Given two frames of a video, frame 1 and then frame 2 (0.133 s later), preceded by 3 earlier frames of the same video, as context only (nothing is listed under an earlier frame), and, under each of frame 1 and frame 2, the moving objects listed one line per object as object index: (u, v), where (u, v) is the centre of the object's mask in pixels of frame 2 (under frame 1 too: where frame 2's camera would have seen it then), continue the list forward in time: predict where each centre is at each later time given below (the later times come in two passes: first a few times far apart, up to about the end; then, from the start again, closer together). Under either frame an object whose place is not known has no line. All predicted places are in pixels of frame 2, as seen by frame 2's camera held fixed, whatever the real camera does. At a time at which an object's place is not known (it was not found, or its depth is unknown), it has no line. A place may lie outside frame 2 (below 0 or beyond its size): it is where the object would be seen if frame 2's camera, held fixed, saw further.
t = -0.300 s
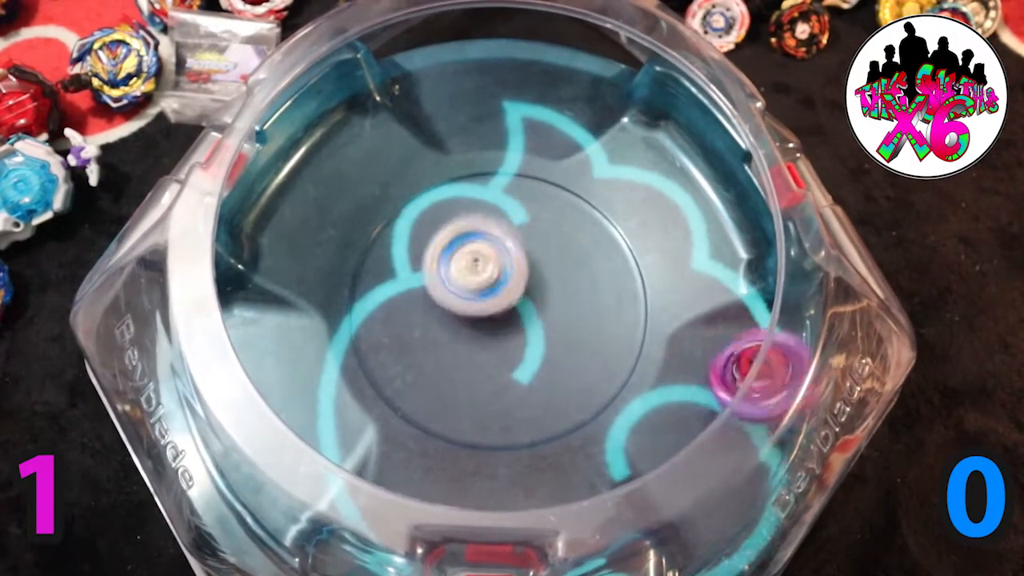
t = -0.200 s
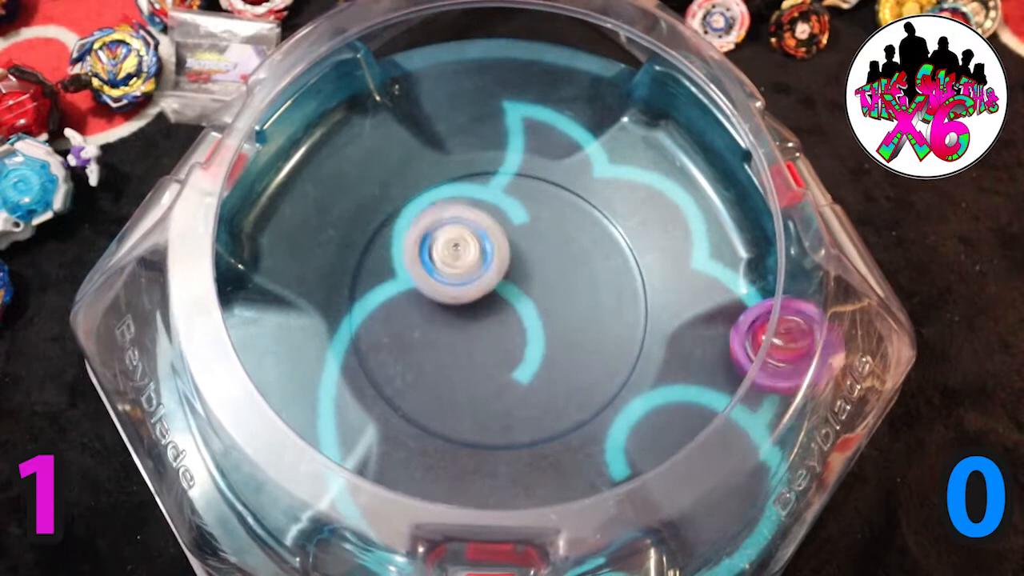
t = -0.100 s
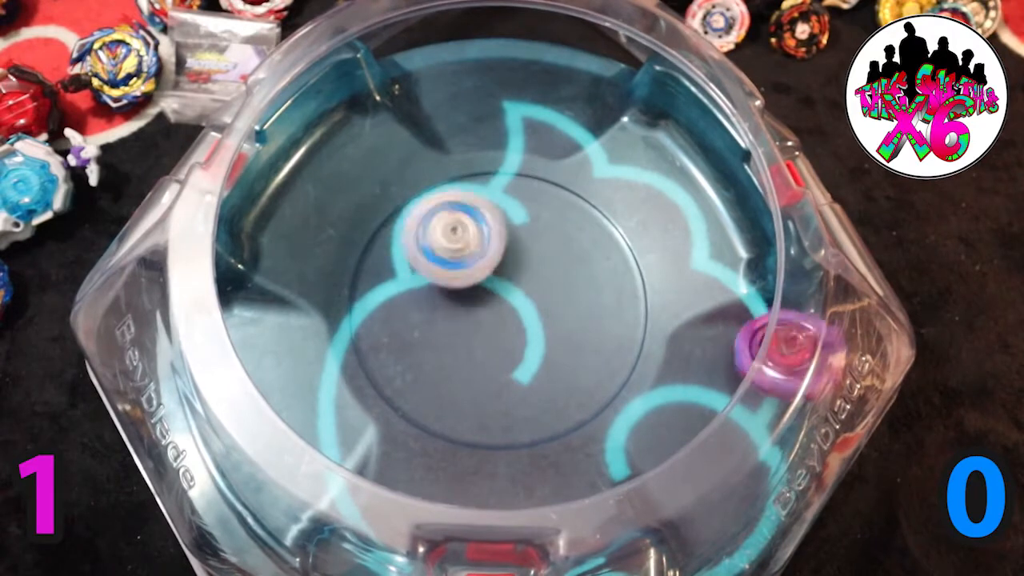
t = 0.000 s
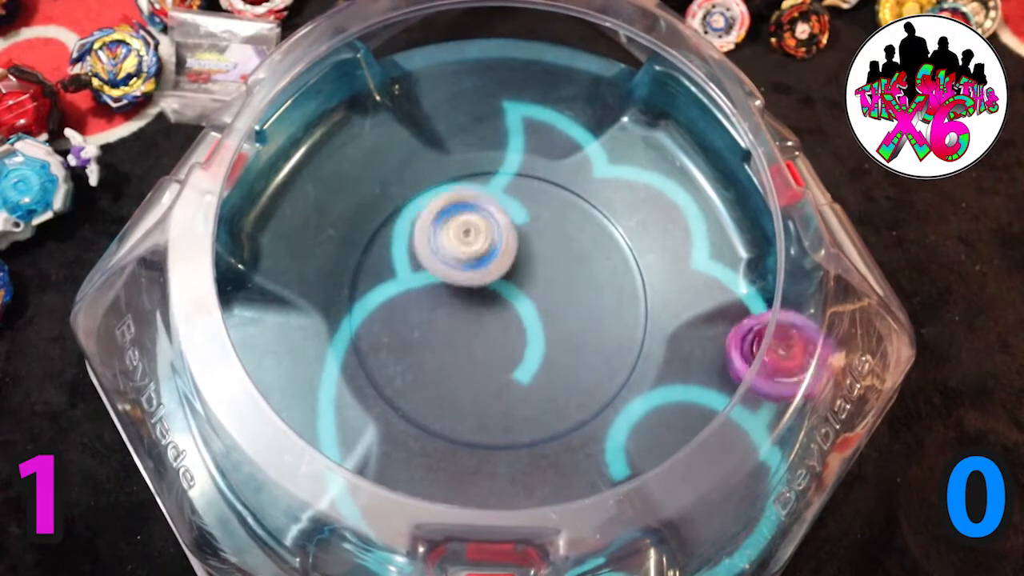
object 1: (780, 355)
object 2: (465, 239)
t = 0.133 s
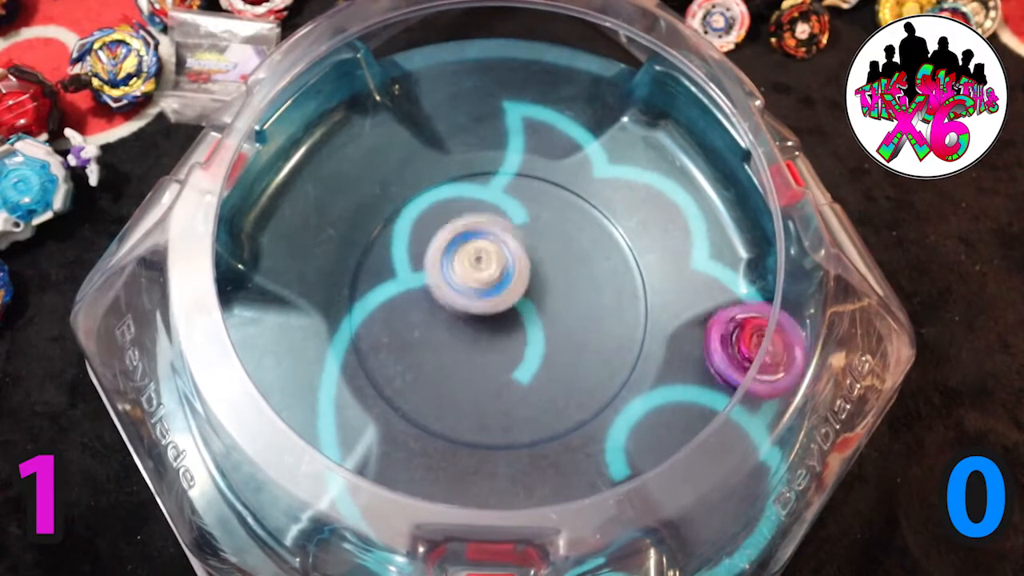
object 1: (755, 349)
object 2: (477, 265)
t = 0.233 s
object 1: (742, 338)
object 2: (473, 294)
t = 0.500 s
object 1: (667, 330)
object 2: (425, 331)
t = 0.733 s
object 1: (510, 260)
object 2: (429, 324)
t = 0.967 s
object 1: (450, 126)
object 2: (384, 341)
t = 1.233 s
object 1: (457, 69)
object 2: (446, 325)
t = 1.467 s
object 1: (483, 65)
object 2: (521, 336)
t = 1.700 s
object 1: (497, 124)
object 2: (574, 354)
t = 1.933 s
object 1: (466, 280)
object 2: (560, 341)
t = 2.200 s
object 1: (380, 418)
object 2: (556, 280)
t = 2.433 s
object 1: (365, 401)
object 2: (551, 240)
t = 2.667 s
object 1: (433, 308)
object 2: (519, 233)
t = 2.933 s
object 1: (492, 333)
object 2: (496, 187)
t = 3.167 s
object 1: (495, 362)
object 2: (493, 228)
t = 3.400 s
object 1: (489, 384)
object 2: (489, 267)
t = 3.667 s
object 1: (503, 389)
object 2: (459, 270)
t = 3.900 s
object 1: (506, 355)
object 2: (444, 267)
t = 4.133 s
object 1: (571, 337)
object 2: (409, 254)
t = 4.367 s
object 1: (530, 297)
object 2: (424, 268)
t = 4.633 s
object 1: (539, 284)
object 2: (425, 273)
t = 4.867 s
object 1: (567, 273)
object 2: (430, 290)
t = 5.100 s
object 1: (569, 267)
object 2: (460, 302)
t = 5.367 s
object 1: (553, 275)
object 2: (462, 324)
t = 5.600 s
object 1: (540, 266)
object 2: (460, 329)
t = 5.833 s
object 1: (542, 284)
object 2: (438, 328)
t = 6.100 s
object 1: (535, 279)
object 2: (453, 324)
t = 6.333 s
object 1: (518, 269)
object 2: (467, 337)
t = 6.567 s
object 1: (515, 271)
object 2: (464, 334)
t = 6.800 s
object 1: (516, 271)
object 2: (466, 336)
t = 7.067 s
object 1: (515, 272)
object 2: (466, 336)
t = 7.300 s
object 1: (515, 271)
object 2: (466, 336)
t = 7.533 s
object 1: (516, 271)
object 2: (466, 336)
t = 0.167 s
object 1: (749, 345)
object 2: (479, 275)
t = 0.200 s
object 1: (745, 341)
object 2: (476, 286)
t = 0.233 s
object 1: (742, 338)
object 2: (473, 294)
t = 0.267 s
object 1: (740, 337)
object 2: (470, 302)
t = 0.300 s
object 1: (733, 340)
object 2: (460, 321)
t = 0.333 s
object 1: (726, 340)
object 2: (453, 326)
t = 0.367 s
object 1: (717, 341)
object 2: (447, 329)
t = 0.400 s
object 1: (707, 341)
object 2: (442, 332)
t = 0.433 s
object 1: (696, 338)
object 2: (434, 334)
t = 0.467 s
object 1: (682, 335)
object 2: (428, 333)
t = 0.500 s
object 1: (667, 330)
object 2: (425, 331)
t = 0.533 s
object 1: (647, 327)
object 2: (423, 328)
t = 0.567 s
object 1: (625, 328)
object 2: (422, 322)
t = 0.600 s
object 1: (599, 324)
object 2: (426, 316)
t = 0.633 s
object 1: (571, 316)
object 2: (433, 313)
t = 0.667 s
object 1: (545, 304)
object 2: (439, 311)
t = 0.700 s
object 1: (527, 285)
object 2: (437, 312)
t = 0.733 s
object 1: (510, 260)
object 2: (429, 324)
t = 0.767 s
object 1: (496, 234)
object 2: (419, 333)
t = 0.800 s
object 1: (480, 208)
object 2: (415, 336)
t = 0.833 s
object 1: (468, 183)
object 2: (406, 340)
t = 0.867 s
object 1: (460, 161)
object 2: (400, 340)
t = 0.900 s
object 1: (456, 148)
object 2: (392, 343)
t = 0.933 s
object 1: (453, 135)
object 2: (386, 341)
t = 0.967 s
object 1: (450, 126)
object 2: (384, 341)
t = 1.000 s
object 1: (449, 116)
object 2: (384, 337)
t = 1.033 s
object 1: (448, 109)
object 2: (390, 334)
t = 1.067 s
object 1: (449, 100)
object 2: (393, 331)
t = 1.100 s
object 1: (448, 92)
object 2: (406, 328)
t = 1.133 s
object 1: (450, 85)
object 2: (413, 327)
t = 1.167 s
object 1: (454, 79)
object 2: (426, 325)
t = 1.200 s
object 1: (456, 74)
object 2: (435, 328)
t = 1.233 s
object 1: (457, 69)
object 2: (446, 325)
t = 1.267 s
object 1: (459, 67)
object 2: (457, 328)
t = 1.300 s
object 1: (463, 64)
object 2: (466, 328)
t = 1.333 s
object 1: (467, 63)
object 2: (477, 331)
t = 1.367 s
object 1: (471, 62)
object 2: (487, 331)
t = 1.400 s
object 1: (475, 60)
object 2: (501, 333)
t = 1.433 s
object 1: (479, 62)
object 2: (508, 335)
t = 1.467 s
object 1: (483, 65)
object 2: (521, 336)
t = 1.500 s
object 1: (488, 68)
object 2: (527, 339)
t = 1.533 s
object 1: (492, 73)
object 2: (540, 339)
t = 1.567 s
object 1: (495, 80)
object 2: (546, 343)
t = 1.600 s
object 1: (498, 90)
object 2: (556, 343)
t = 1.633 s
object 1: (499, 99)
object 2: (562, 349)
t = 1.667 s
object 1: (498, 111)
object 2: (569, 348)
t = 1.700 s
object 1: (497, 124)
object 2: (574, 354)
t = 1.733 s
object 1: (492, 137)
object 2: (578, 354)
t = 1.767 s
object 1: (489, 154)
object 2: (580, 358)
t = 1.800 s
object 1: (488, 176)
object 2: (576, 356)
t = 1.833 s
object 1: (486, 200)
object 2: (572, 357)
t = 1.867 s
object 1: (482, 225)
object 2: (569, 352)
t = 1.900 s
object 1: (475, 253)
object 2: (565, 350)
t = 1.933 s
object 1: (466, 280)
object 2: (560, 341)
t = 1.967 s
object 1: (456, 305)
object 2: (555, 337)
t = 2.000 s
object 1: (445, 331)
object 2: (551, 328)
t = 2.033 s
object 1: (430, 355)
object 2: (551, 320)
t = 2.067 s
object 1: (416, 379)
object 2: (554, 310)
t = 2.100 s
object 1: (405, 396)
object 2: (553, 303)
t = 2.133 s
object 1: (394, 406)
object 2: (556, 295)
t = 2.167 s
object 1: (385, 415)
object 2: (554, 286)
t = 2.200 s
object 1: (380, 418)
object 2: (556, 280)
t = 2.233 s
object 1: (376, 420)
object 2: (556, 271)
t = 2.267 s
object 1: (374, 419)
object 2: (555, 266)
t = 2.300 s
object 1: (372, 417)
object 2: (556, 258)
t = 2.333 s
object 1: (370, 414)
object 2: (554, 253)
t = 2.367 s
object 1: (368, 411)
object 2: (555, 249)
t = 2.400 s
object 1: (365, 407)
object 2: (552, 242)
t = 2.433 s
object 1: (365, 401)
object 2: (551, 240)
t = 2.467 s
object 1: (367, 393)
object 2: (550, 236)
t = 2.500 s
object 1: (370, 383)
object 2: (544, 234)
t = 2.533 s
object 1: (375, 372)
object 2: (542, 232)
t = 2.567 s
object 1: (384, 357)
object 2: (536, 230)
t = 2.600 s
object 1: (398, 341)
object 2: (531, 231)
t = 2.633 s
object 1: (414, 326)
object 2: (524, 231)
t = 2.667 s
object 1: (433, 308)
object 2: (519, 233)
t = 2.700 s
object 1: (449, 304)
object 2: (516, 227)
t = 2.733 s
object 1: (461, 320)
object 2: (514, 208)
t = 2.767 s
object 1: (472, 332)
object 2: (511, 193)
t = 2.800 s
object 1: (483, 337)
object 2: (506, 182)
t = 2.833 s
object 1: (490, 338)
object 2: (501, 176)
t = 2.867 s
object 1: (495, 336)
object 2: (498, 175)
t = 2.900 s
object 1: (494, 334)
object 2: (497, 179)
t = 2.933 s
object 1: (492, 333)
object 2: (496, 187)
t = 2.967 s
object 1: (491, 332)
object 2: (497, 197)
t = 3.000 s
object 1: (490, 333)
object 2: (498, 207)
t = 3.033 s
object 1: (489, 333)
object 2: (499, 215)
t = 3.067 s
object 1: (489, 332)
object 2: (497, 224)
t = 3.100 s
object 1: (488, 332)
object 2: (495, 235)
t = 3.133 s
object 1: (490, 345)
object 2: (494, 234)
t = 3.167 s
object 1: (495, 362)
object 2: (493, 228)
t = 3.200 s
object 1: (495, 374)
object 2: (490, 228)
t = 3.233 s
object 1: (492, 379)
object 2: (490, 233)
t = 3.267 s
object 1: (490, 383)
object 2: (490, 240)
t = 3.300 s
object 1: (487, 387)
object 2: (491, 247)
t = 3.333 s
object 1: (488, 387)
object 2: (490, 254)
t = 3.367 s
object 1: (488, 386)
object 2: (490, 261)
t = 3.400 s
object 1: (489, 384)
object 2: (489, 267)
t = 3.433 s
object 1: (490, 380)
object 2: (489, 274)
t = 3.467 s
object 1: (493, 381)
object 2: (485, 274)
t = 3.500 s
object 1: (497, 382)
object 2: (483, 272)
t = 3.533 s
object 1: (498, 380)
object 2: (480, 275)
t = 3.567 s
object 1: (497, 377)
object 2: (476, 276)
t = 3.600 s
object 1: (496, 378)
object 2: (472, 277)
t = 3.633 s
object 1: (502, 386)
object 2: (464, 271)
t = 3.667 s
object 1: (503, 389)
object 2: (459, 270)
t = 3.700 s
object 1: (501, 386)
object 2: (456, 267)
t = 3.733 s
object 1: (501, 381)
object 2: (451, 267)
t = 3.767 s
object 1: (498, 373)
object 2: (451, 264)
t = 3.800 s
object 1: (497, 365)
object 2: (450, 265)
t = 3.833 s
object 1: (497, 358)
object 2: (451, 265)
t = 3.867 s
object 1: (499, 353)
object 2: (450, 266)
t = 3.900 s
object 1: (506, 355)
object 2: (444, 267)
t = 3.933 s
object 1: (526, 363)
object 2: (425, 258)
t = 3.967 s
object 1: (540, 363)
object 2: (414, 253)
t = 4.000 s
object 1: (555, 362)
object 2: (407, 253)
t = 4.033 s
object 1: (568, 359)
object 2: (405, 252)
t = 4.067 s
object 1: (573, 357)
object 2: (407, 253)
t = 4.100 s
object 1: (572, 349)
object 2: (407, 253)
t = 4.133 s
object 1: (571, 337)
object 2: (409, 254)
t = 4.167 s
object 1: (573, 329)
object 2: (413, 258)
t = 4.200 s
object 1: (568, 323)
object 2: (413, 259)
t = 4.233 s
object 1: (558, 317)
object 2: (422, 263)
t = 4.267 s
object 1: (547, 307)
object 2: (423, 266)
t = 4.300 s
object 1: (539, 300)
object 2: (428, 265)
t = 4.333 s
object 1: (533, 298)
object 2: (431, 267)
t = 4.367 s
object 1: (530, 297)
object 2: (424, 268)
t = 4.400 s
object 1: (530, 294)
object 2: (422, 270)
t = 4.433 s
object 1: (532, 289)
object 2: (419, 270)
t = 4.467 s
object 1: (533, 287)
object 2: (425, 269)
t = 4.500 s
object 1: (530, 287)
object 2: (422, 266)
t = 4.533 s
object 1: (535, 286)
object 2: (420, 265)
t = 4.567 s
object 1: (538, 285)
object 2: (415, 269)
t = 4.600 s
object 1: (539, 285)
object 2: (422, 272)
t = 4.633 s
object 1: (539, 284)
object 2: (425, 273)
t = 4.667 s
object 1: (539, 284)
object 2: (434, 269)
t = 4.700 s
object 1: (539, 284)
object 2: (432, 267)
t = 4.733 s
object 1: (549, 283)
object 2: (427, 267)
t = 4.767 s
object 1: (557, 280)
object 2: (420, 269)
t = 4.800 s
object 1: (563, 277)
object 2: (417, 278)
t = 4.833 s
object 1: (566, 275)
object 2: (423, 285)
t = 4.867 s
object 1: (567, 273)
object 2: (430, 290)
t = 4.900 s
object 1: (566, 273)
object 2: (440, 291)
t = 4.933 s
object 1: (563, 271)
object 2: (444, 289)
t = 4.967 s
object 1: (561, 271)
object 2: (451, 292)
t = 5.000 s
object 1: (559, 270)
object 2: (458, 292)
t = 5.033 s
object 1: (557, 268)
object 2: (457, 295)
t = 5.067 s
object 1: (562, 266)
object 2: (461, 300)
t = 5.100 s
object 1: (569, 267)
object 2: (460, 302)
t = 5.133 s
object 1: (572, 268)
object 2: (454, 305)
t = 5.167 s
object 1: (569, 269)
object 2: (453, 313)
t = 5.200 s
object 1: (565, 269)
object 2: (455, 319)
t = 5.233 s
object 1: (561, 267)
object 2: (458, 324)
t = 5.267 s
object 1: (557, 270)
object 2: (462, 326)
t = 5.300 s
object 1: (553, 272)
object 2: (467, 325)
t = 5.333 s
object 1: (555, 273)
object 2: (463, 323)
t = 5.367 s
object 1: (553, 275)
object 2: (462, 324)
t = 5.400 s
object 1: (551, 274)
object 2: (463, 324)
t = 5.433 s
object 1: (553, 270)
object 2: (462, 326)
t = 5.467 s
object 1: (554, 268)
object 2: (461, 325)
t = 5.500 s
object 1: (549, 269)
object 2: (458, 325)
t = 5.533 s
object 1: (546, 269)
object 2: (457, 327)
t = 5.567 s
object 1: (542, 268)
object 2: (458, 328)
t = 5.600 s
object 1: (540, 266)
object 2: (460, 329)
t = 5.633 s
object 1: (536, 268)
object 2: (462, 328)
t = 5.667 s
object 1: (537, 271)
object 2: (457, 329)
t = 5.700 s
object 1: (544, 273)
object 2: (450, 332)
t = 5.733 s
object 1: (546, 276)
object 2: (444, 332)
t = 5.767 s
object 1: (546, 281)
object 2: (440, 330)
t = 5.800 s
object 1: (545, 284)
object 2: (438, 329)
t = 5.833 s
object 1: (542, 284)
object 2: (438, 328)
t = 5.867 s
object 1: (542, 282)
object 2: (438, 326)
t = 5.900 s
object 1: (542, 281)
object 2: (439, 325)
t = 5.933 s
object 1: (542, 281)
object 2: (440, 323)
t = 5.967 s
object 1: (541, 281)
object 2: (443, 322)
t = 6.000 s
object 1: (539, 281)
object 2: (445, 322)
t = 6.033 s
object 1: (537, 281)
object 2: (448, 321)
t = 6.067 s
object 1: (534, 281)
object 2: (451, 322)
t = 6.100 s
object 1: (535, 279)
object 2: (453, 324)
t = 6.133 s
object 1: (535, 277)
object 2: (455, 326)
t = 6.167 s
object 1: (533, 275)
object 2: (458, 328)
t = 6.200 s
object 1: (530, 276)
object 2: (460, 330)
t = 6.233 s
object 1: (525, 275)
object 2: (462, 332)
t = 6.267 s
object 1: (522, 273)
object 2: (464, 335)
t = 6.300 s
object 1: (520, 270)
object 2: (466, 337)
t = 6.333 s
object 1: (518, 269)
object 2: (467, 337)
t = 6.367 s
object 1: (517, 270)
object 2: (467, 337)
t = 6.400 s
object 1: (516, 271)
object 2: (466, 336)
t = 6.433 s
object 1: (516, 271)
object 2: (465, 335)
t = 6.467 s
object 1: (515, 271)
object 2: (465, 335)
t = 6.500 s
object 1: (516, 271)
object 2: (464, 334)
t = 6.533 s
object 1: (516, 271)
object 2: (464, 334)
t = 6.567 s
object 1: (515, 271)
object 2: (464, 334)
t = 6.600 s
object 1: (515, 271)
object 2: (464, 334)
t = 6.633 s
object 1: (516, 271)
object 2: (464, 334)
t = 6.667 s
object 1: (516, 271)
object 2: (464, 334)
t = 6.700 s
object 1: (515, 271)
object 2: (465, 335)
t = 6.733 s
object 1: (516, 271)
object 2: (466, 336)
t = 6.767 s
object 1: (516, 271)
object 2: (466, 336)
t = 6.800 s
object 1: (516, 271)
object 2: (466, 336)
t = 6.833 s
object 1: (515, 271)
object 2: (466, 336)
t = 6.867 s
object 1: (515, 271)
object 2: (466, 336)
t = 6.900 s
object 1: (515, 271)
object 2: (466, 336)
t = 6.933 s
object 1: (515, 272)
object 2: (466, 336)
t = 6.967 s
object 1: (515, 271)
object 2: (466, 336)
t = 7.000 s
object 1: (515, 271)
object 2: (466, 336)
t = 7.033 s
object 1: (515, 271)
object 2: (466, 336)
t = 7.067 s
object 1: (515, 272)
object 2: (466, 336)
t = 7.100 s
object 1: (515, 272)
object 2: (466, 336)
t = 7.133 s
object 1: (515, 271)
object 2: (466, 336)
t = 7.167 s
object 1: (515, 271)
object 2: (466, 336)
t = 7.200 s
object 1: (516, 271)
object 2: (466, 336)
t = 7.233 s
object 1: (516, 271)
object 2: (466, 336)
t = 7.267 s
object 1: (515, 271)
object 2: (466, 336)
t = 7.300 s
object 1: (515, 271)
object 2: (466, 336)
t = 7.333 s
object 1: (516, 271)
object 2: (466, 336)
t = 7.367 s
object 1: (516, 271)
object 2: (466, 336)
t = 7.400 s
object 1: (516, 271)
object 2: (466, 336)
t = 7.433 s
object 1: (516, 271)
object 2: (466, 336)
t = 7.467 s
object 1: (516, 271)
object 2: (466, 336)
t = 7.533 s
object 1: (516, 271)
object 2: (466, 336)
